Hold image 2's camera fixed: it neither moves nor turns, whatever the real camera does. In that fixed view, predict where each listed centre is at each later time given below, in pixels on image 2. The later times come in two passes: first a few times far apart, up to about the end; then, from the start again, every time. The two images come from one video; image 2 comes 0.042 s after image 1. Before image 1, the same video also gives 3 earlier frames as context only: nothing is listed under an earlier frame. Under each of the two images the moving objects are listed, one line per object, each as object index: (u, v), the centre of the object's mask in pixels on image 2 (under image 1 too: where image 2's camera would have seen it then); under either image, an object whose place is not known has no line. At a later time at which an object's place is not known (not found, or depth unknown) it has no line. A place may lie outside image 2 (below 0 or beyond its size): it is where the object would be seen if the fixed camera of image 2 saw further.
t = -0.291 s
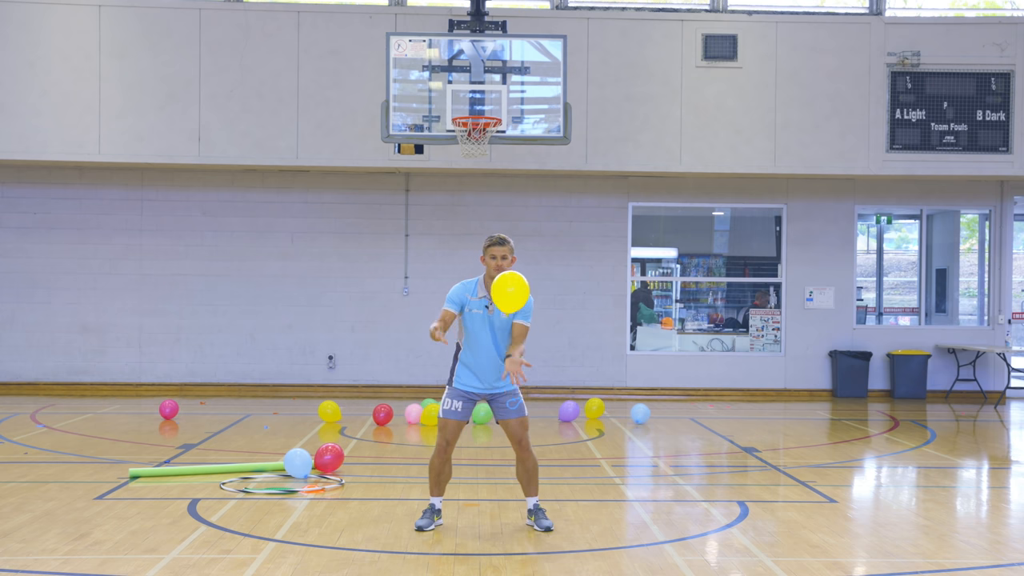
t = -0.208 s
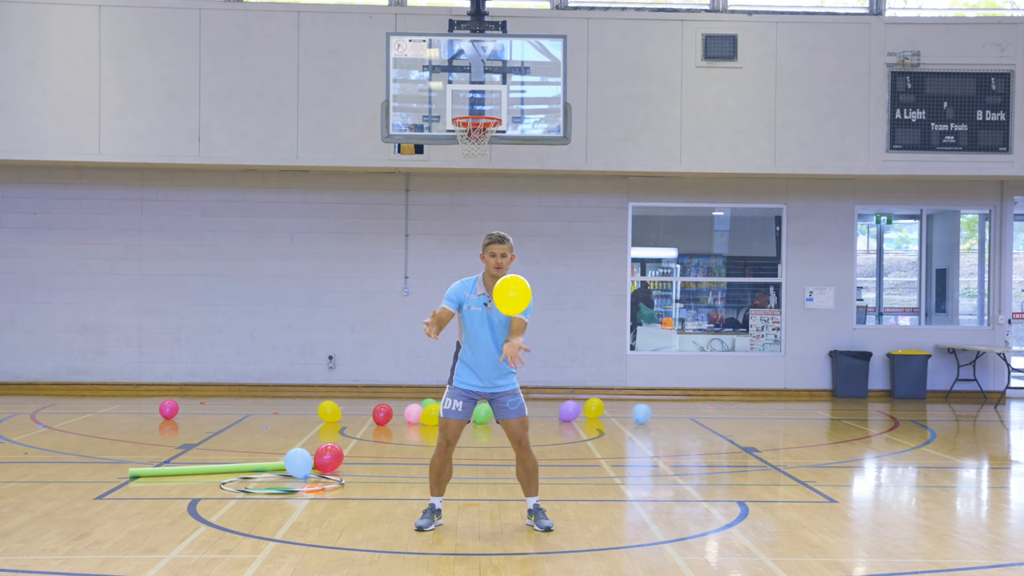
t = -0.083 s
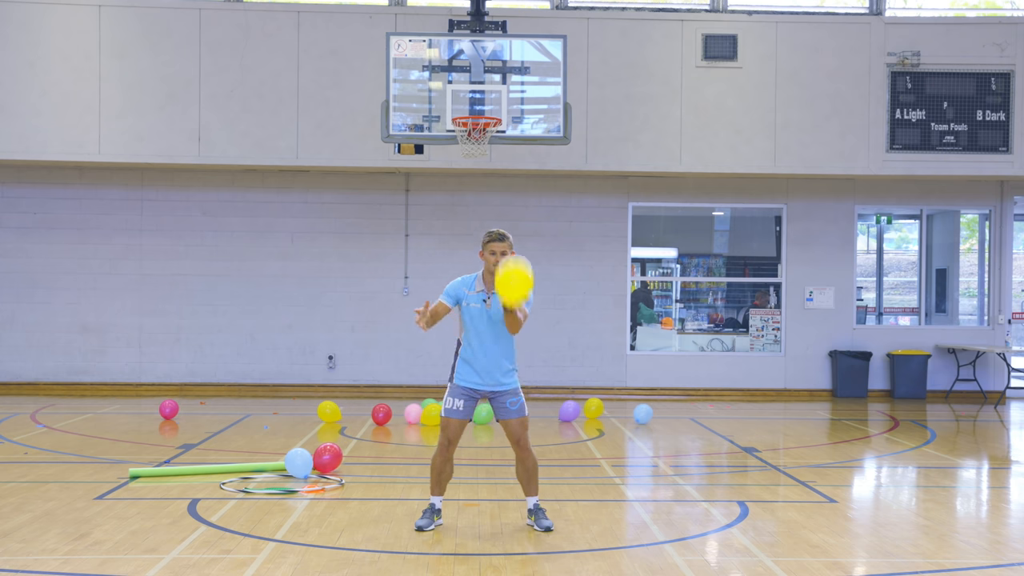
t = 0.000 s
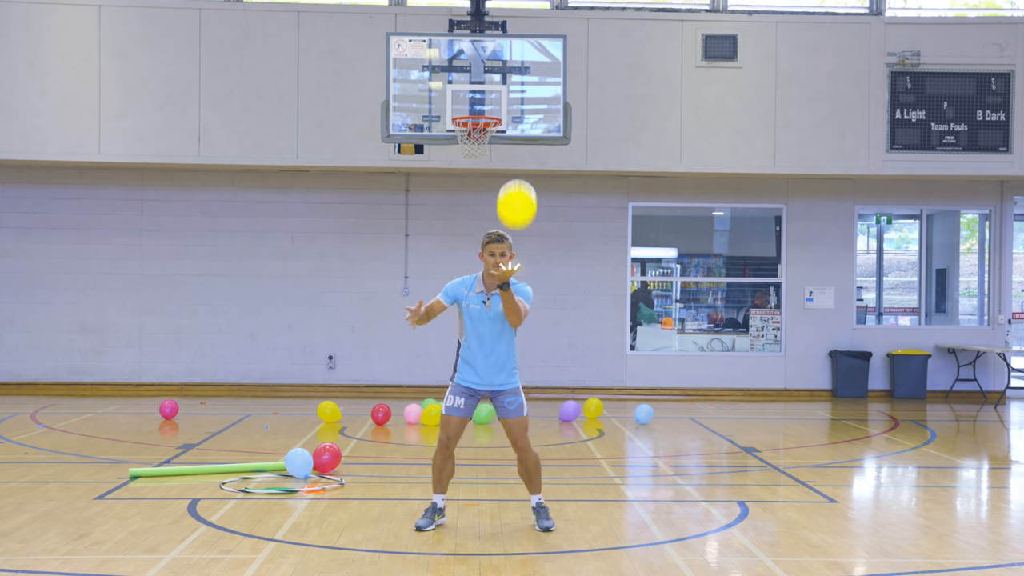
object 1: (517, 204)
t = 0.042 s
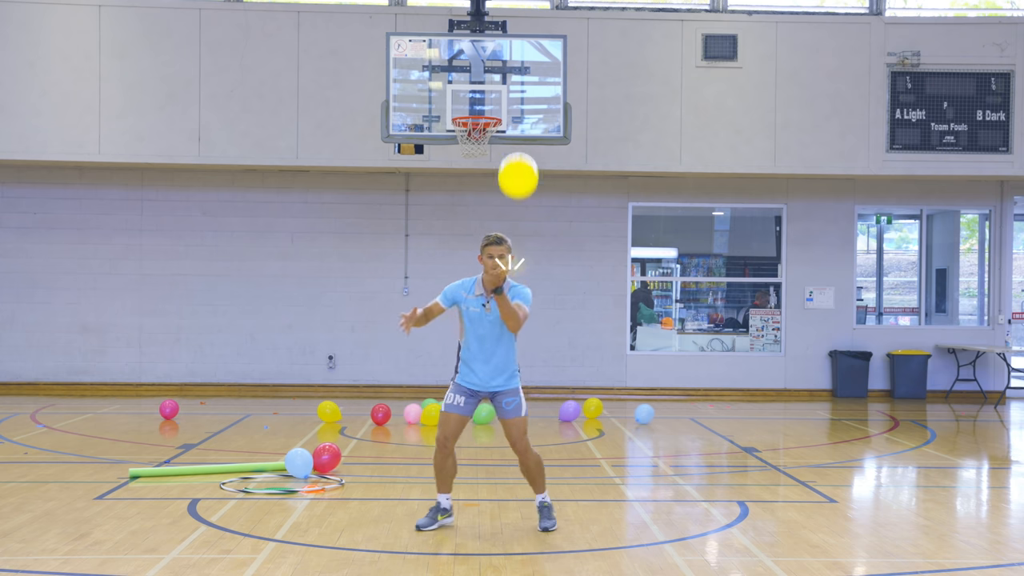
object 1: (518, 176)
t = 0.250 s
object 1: (526, 102)
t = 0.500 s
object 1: (534, 76)
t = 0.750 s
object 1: (541, 49)
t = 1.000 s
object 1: (544, 31)
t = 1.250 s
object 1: (545, 34)
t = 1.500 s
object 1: (546, 57)
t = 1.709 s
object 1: (547, 85)
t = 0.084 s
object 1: (519, 155)
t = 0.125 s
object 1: (521, 136)
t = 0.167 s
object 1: (523, 121)
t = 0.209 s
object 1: (525, 110)
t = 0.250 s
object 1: (526, 102)
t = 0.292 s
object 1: (527, 95)
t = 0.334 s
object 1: (528, 91)
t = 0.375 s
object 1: (530, 87)
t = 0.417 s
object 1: (531, 84)
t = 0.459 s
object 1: (533, 80)
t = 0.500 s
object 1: (534, 76)
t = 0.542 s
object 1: (536, 71)
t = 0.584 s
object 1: (537, 67)
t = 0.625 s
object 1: (538, 63)
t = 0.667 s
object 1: (539, 58)
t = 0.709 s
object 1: (540, 54)
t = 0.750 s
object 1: (541, 49)
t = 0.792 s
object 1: (542, 45)
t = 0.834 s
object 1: (543, 41)
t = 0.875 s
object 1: (543, 38)
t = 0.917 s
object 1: (544, 35)
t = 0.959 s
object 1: (544, 33)
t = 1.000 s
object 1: (544, 31)
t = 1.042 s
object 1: (544, 30)
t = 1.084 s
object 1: (545, 29)
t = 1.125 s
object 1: (545, 29)
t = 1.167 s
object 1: (545, 30)
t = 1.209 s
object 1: (545, 31)
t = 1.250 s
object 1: (545, 34)
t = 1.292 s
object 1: (545, 37)
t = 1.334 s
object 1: (545, 40)
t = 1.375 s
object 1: (545, 44)
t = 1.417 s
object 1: (545, 48)
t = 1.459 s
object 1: (546, 52)
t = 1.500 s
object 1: (546, 57)
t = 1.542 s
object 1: (546, 62)
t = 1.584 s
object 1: (546, 68)
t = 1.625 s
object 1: (546, 74)
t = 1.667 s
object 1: (547, 79)
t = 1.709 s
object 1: (547, 85)
